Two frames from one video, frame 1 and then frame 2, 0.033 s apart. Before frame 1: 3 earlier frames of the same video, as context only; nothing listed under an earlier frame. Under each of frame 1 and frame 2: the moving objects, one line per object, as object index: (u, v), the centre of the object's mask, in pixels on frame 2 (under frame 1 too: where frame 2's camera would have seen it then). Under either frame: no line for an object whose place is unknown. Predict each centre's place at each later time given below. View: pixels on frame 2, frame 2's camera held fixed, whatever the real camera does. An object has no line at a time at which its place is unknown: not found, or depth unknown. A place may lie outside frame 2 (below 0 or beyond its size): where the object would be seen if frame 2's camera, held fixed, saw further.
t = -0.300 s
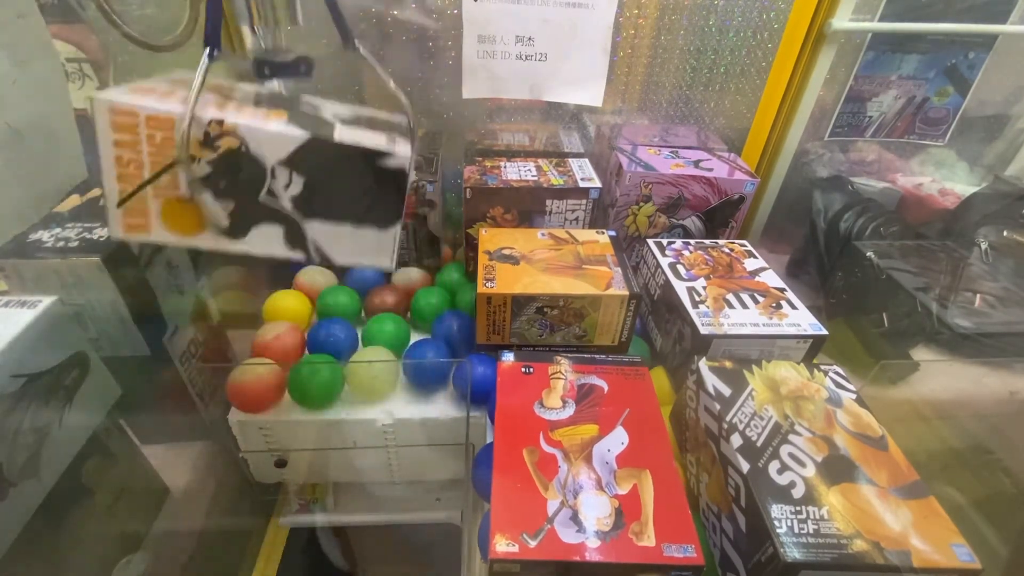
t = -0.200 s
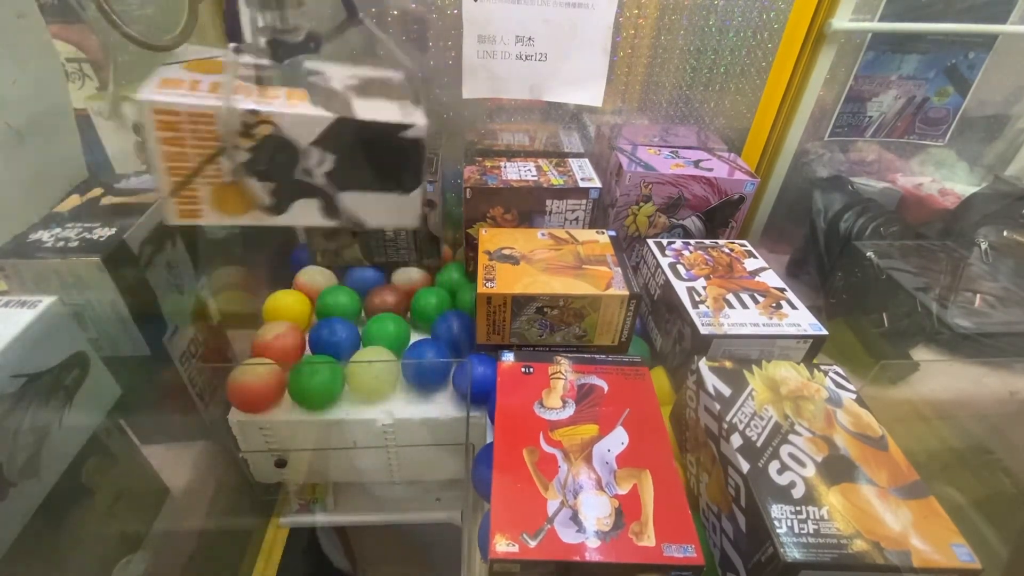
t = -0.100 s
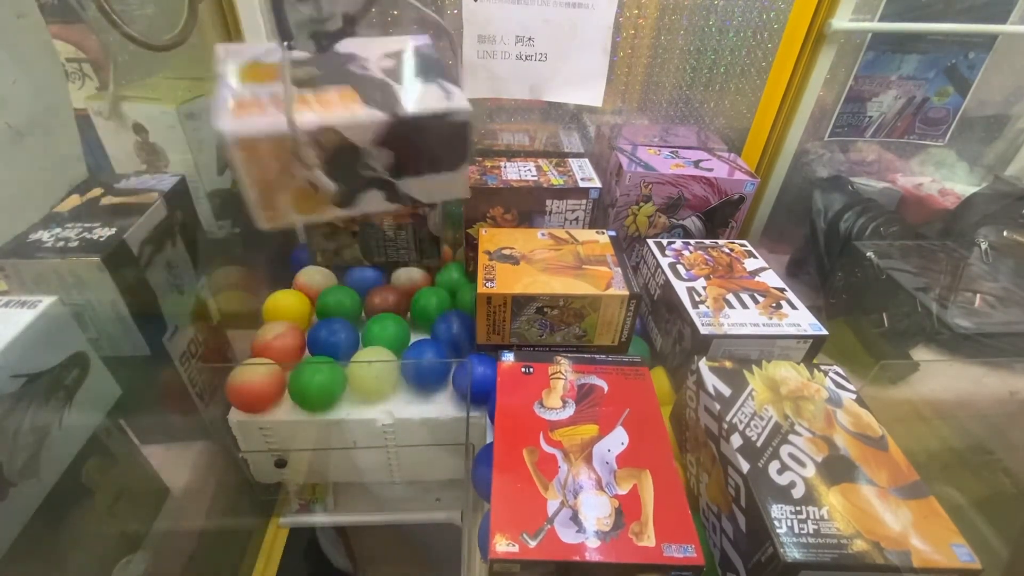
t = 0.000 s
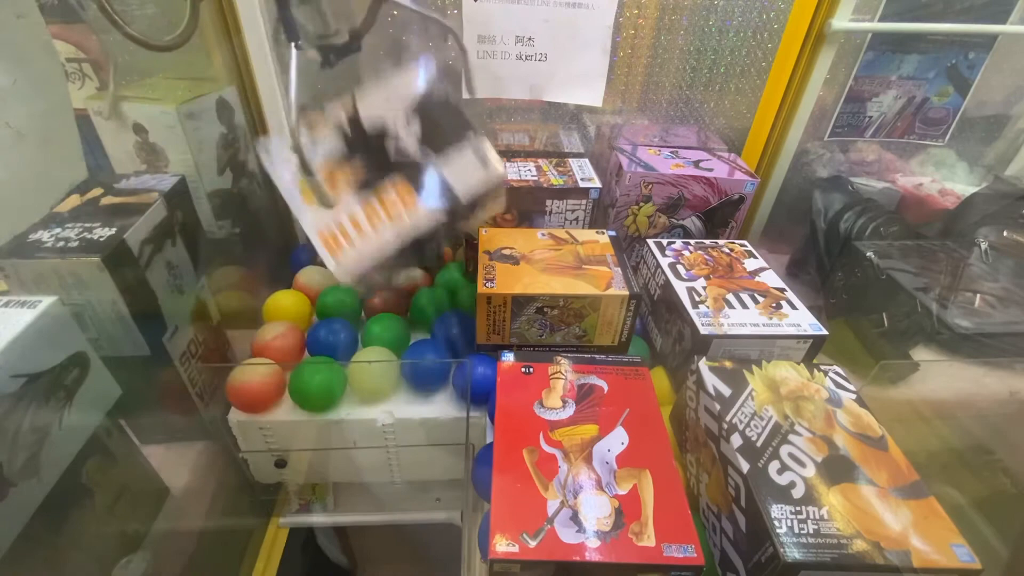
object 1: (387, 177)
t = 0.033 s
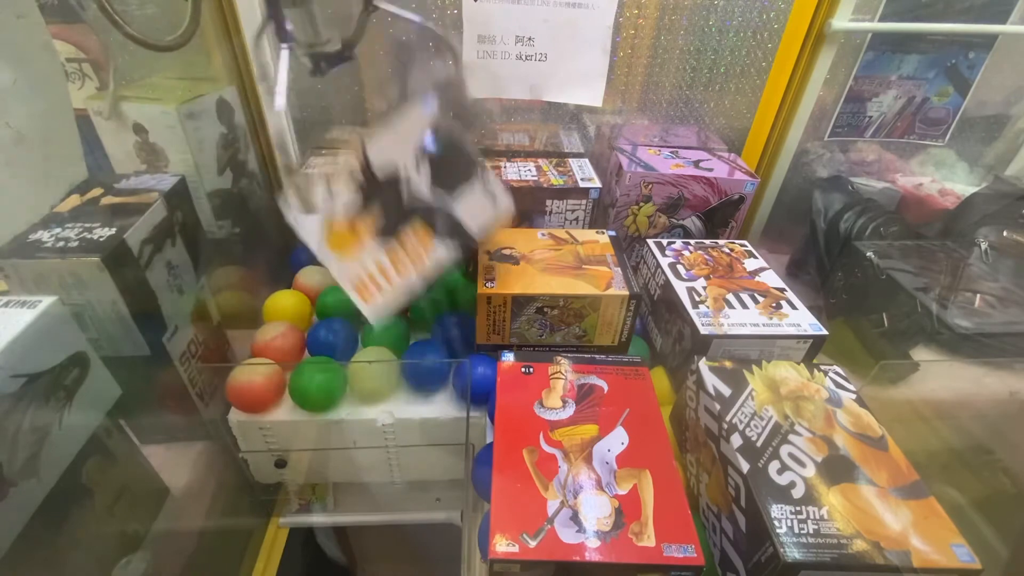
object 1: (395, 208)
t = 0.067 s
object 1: (403, 244)
